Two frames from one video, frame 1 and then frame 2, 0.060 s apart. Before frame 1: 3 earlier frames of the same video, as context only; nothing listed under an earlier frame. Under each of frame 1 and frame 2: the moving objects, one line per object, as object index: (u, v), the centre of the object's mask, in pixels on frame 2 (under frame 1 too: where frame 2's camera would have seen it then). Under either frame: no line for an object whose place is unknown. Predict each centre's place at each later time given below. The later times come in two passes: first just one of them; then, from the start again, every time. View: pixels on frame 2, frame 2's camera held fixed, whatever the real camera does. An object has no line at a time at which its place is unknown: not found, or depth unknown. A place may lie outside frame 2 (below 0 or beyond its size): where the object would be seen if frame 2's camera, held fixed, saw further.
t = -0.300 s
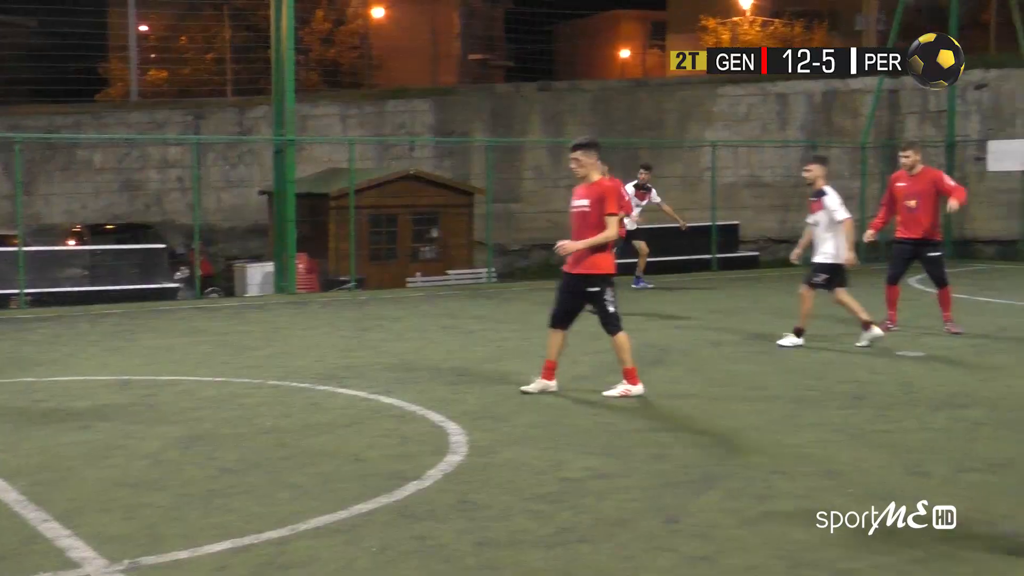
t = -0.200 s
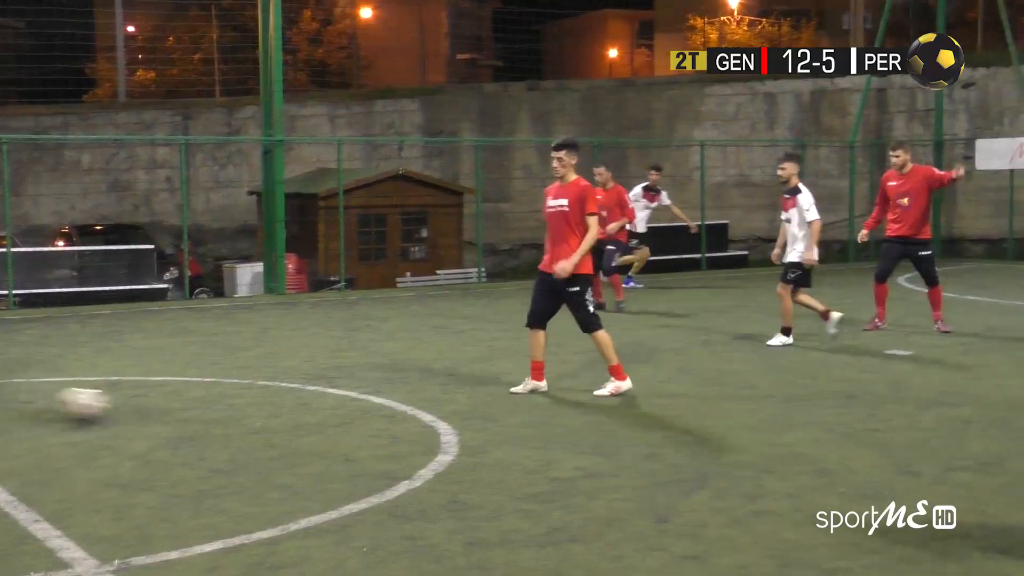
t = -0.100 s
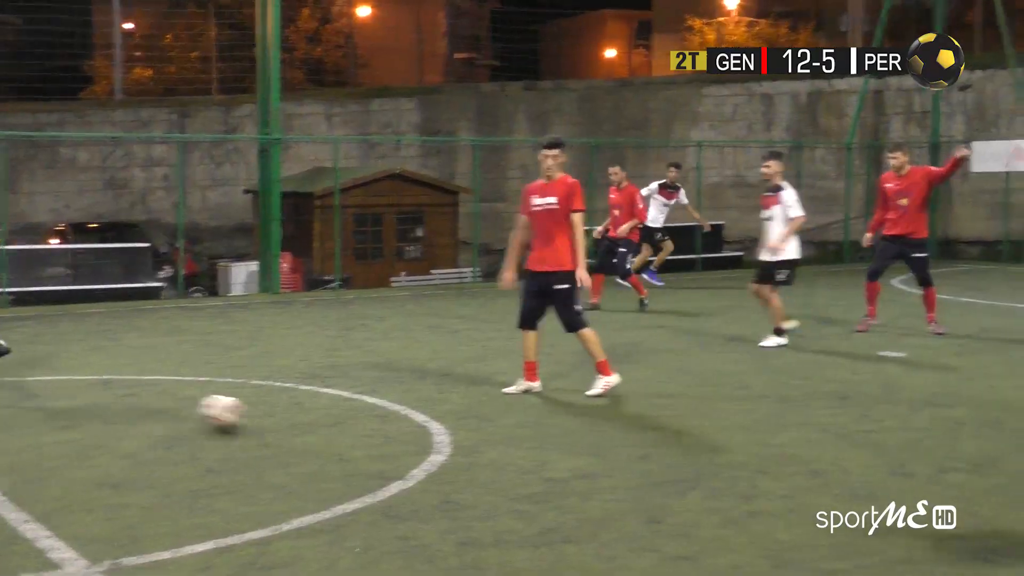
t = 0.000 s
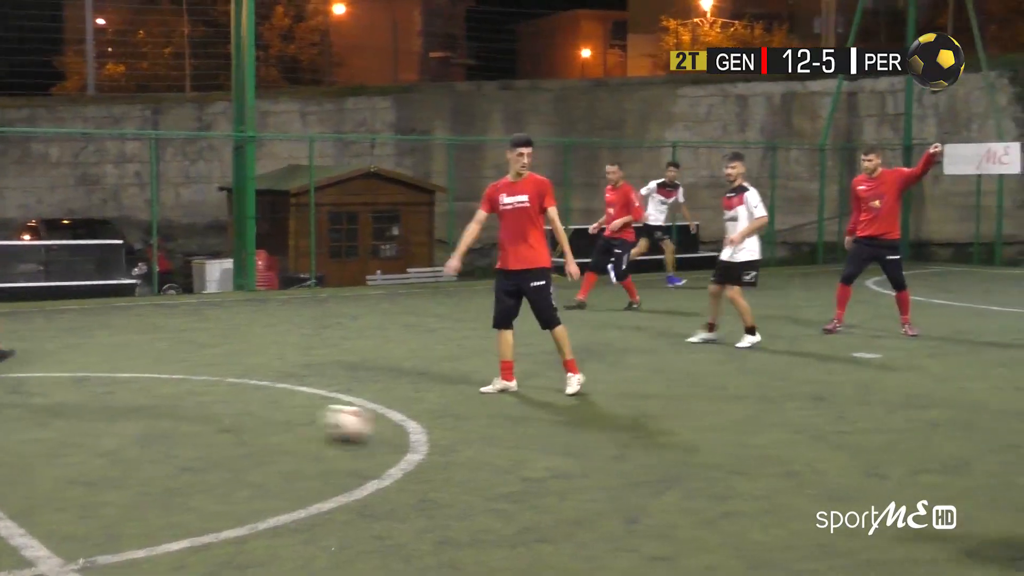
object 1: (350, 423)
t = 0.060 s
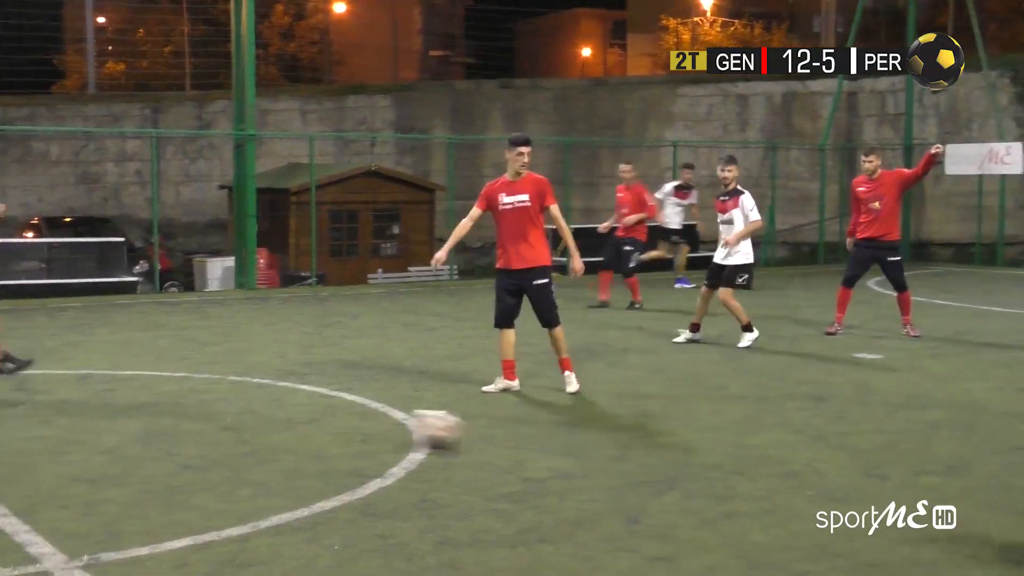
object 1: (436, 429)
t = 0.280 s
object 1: (741, 454)
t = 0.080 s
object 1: (463, 430)
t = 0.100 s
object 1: (491, 432)
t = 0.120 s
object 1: (520, 435)
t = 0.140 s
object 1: (548, 437)
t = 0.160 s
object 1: (576, 439)
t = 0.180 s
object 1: (604, 442)
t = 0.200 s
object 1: (631, 443)
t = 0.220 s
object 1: (658, 447)
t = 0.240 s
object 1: (685, 449)
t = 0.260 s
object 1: (715, 451)
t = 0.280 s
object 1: (741, 454)
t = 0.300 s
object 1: (768, 456)
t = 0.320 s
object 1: (797, 459)
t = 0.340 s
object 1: (821, 462)
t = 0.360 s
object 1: (849, 465)
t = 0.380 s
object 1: (876, 467)
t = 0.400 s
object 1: (900, 469)
